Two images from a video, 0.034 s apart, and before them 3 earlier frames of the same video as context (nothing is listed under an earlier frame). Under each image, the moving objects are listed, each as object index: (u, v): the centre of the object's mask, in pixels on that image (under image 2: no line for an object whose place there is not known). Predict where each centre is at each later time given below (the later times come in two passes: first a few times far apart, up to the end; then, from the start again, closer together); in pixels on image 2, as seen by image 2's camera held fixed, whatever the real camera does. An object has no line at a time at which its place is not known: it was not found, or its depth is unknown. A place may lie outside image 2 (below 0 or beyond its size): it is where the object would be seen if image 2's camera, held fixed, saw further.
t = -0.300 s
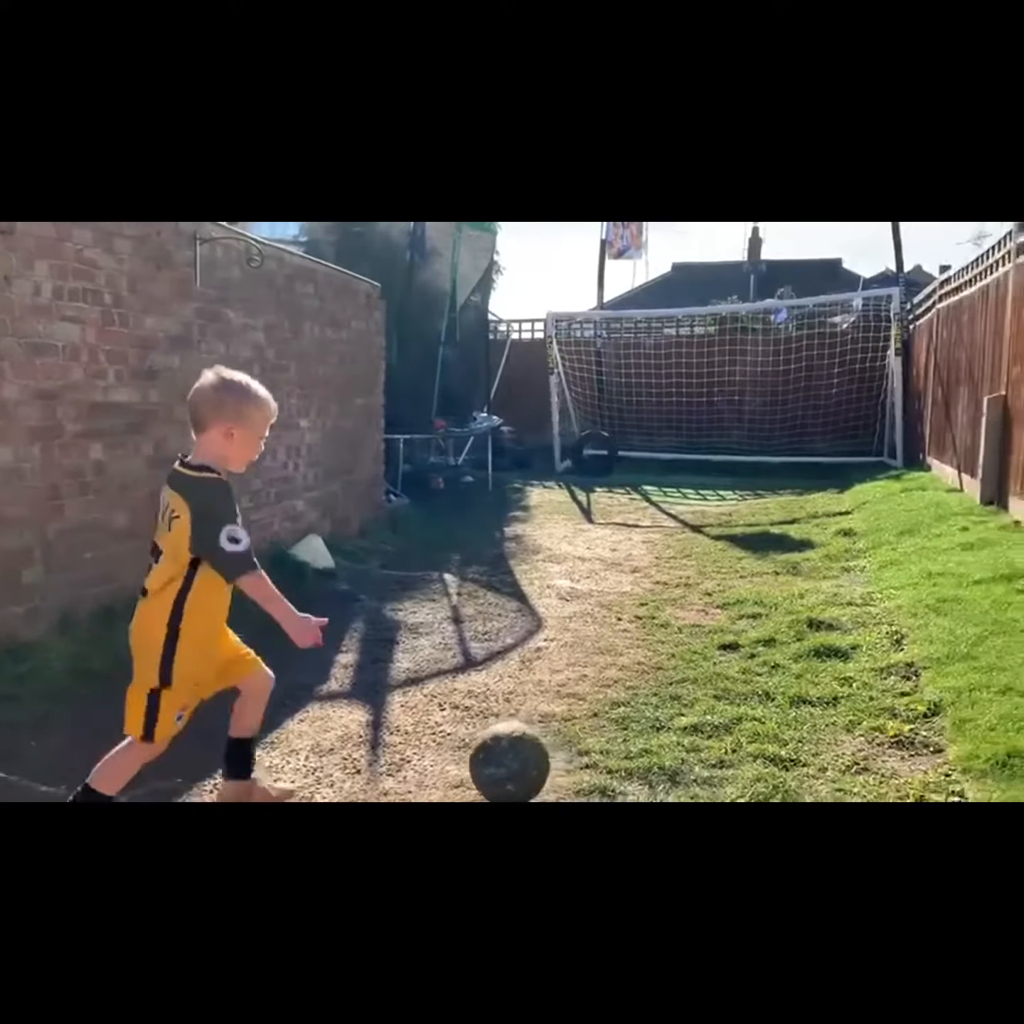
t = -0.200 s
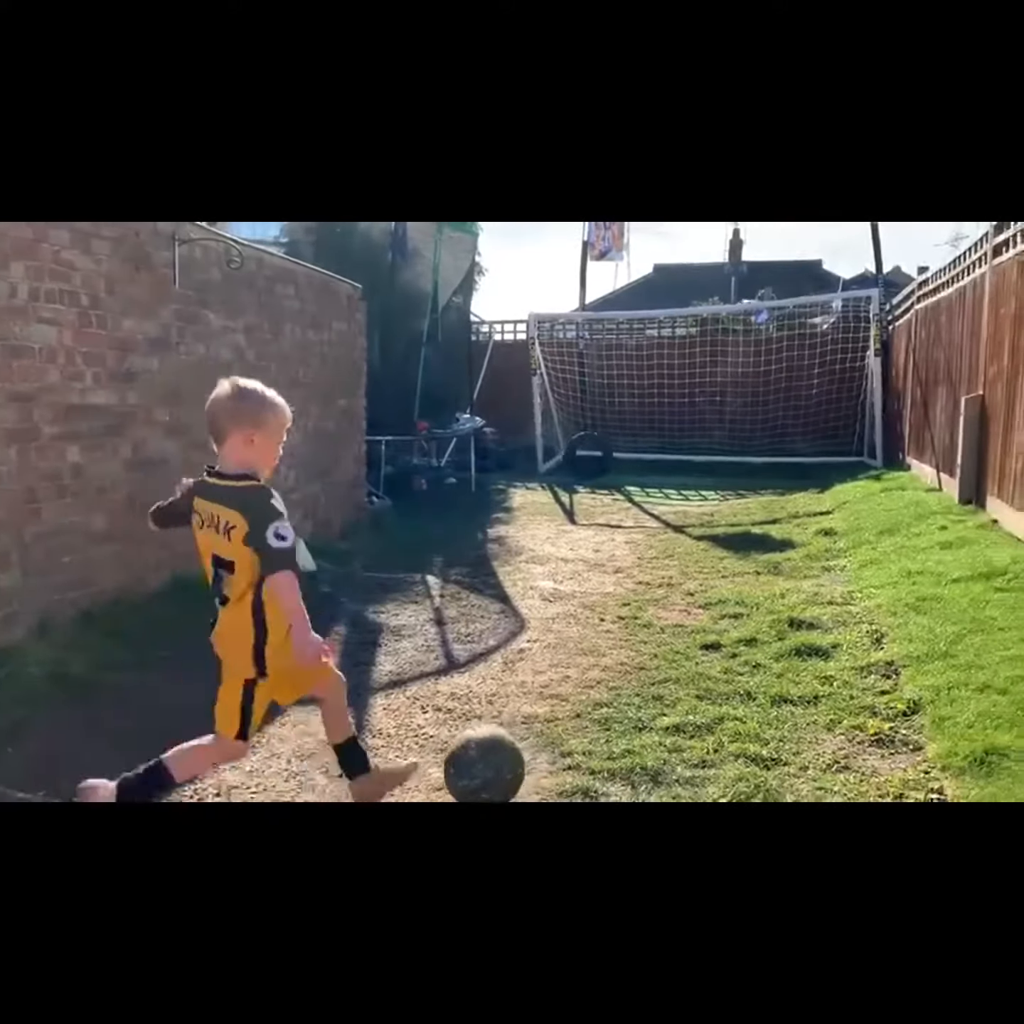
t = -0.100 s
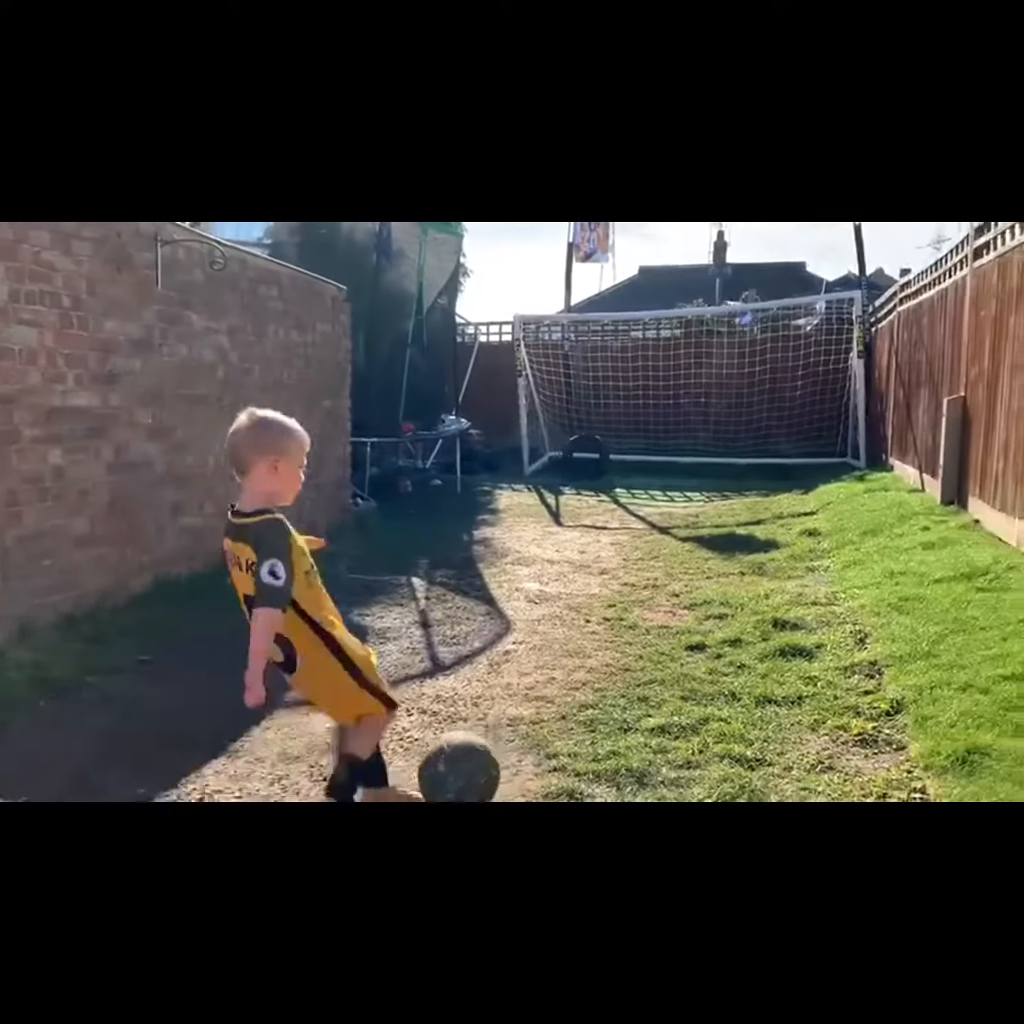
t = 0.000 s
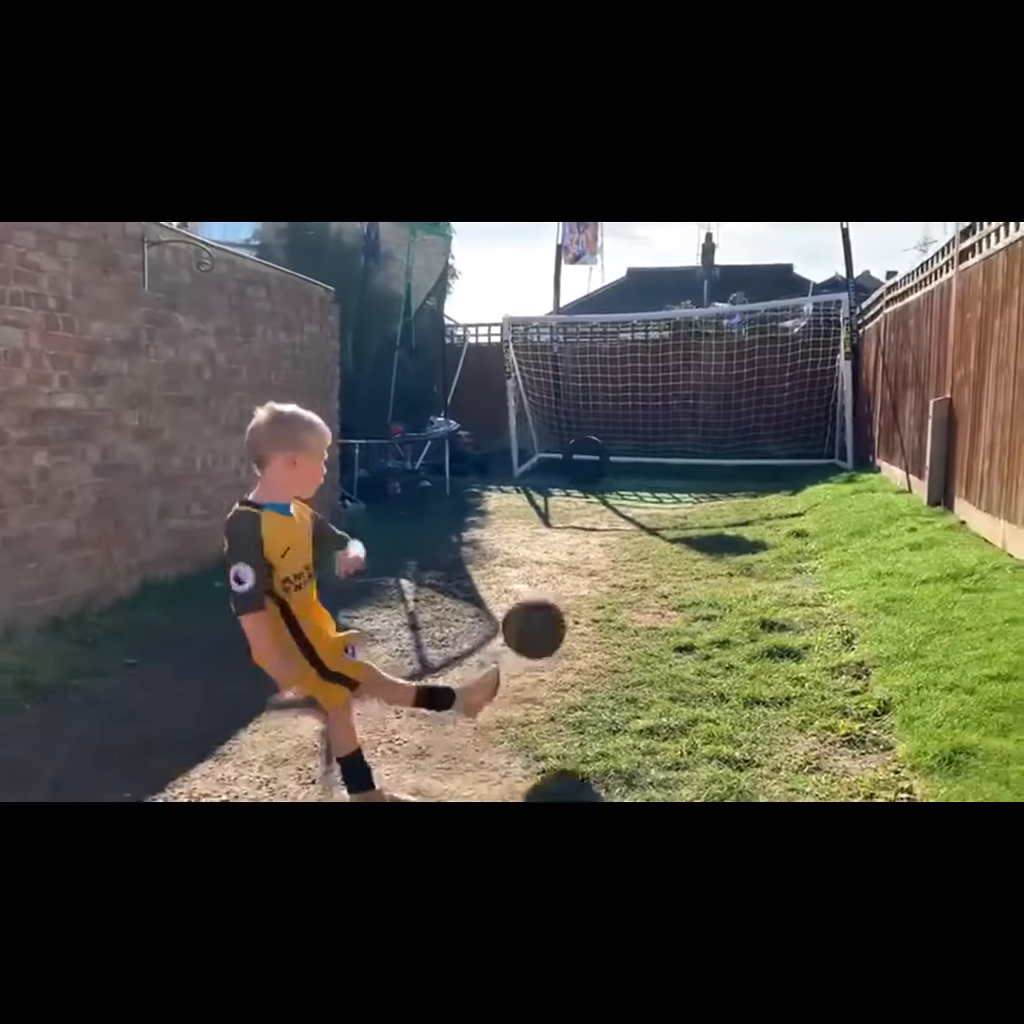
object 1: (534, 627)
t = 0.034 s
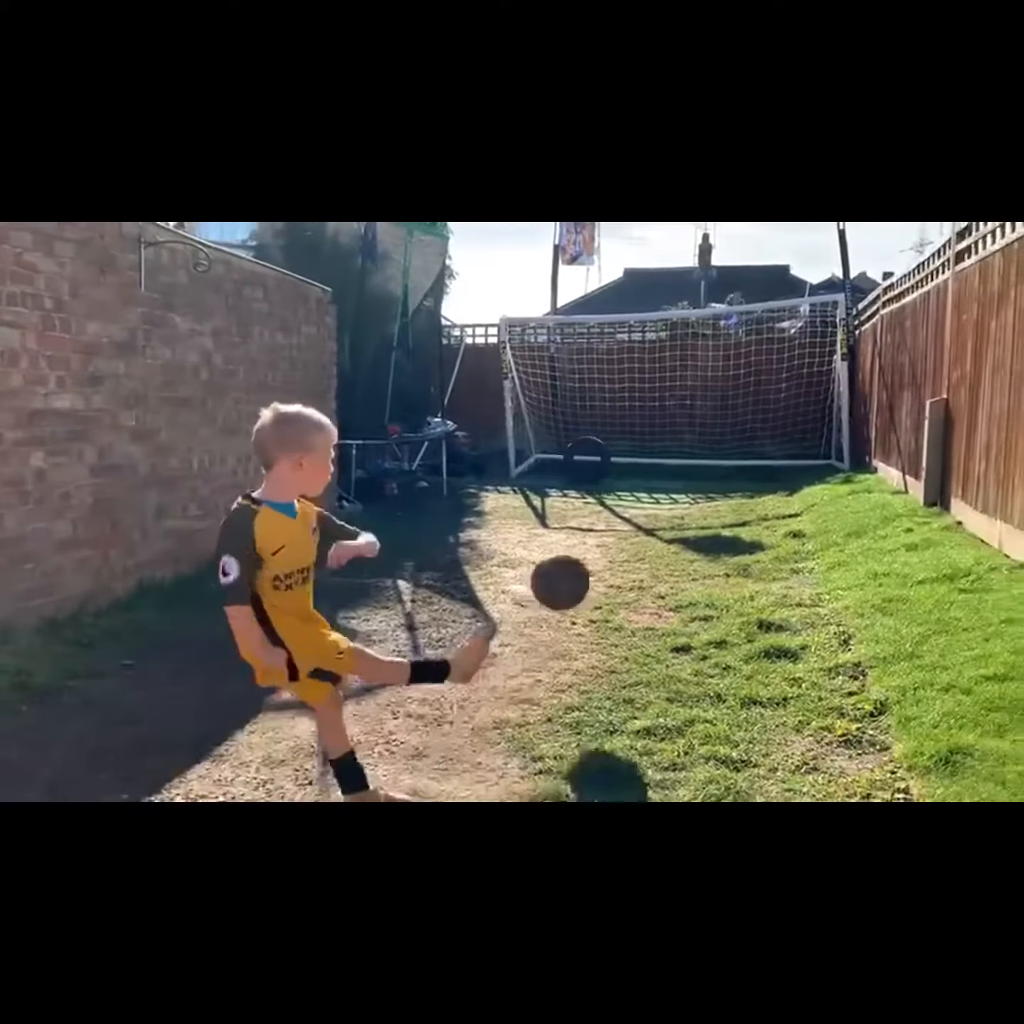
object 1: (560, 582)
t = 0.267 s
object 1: (667, 449)
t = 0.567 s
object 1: (707, 474)
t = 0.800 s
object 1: (706, 464)
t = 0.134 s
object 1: (621, 494)
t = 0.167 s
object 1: (636, 476)
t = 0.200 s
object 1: (647, 467)
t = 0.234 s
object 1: (659, 455)
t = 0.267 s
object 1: (667, 449)
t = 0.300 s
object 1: (675, 445)
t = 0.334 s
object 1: (681, 443)
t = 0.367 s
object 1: (687, 443)
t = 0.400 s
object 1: (692, 446)
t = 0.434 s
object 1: (696, 450)
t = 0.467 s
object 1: (700, 456)
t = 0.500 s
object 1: (703, 462)
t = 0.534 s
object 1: (706, 468)
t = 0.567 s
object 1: (707, 474)
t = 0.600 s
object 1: (708, 480)
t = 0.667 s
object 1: (709, 493)
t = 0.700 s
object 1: (707, 479)
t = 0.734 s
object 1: (707, 472)
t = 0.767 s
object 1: (707, 468)
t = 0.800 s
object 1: (706, 464)
